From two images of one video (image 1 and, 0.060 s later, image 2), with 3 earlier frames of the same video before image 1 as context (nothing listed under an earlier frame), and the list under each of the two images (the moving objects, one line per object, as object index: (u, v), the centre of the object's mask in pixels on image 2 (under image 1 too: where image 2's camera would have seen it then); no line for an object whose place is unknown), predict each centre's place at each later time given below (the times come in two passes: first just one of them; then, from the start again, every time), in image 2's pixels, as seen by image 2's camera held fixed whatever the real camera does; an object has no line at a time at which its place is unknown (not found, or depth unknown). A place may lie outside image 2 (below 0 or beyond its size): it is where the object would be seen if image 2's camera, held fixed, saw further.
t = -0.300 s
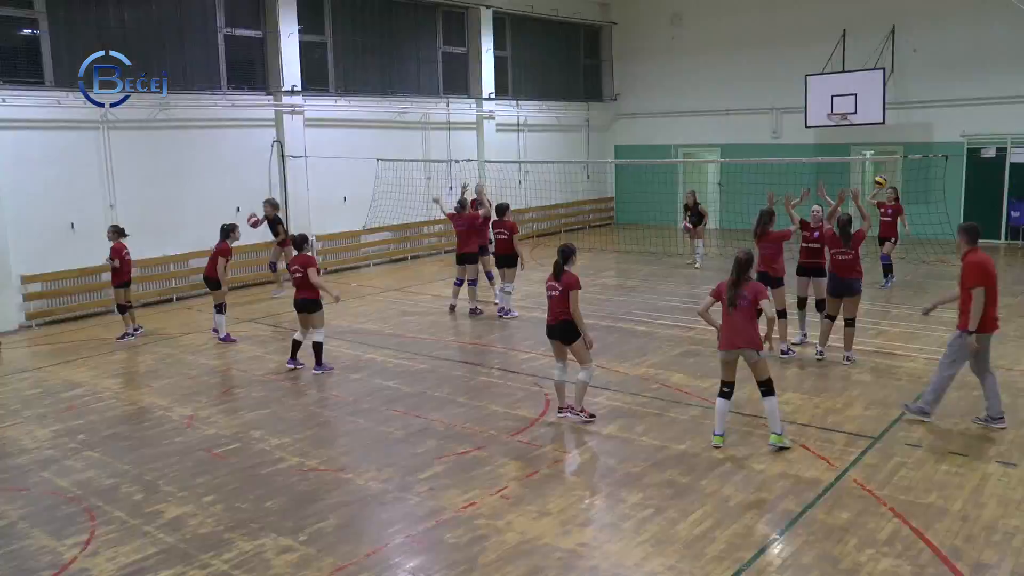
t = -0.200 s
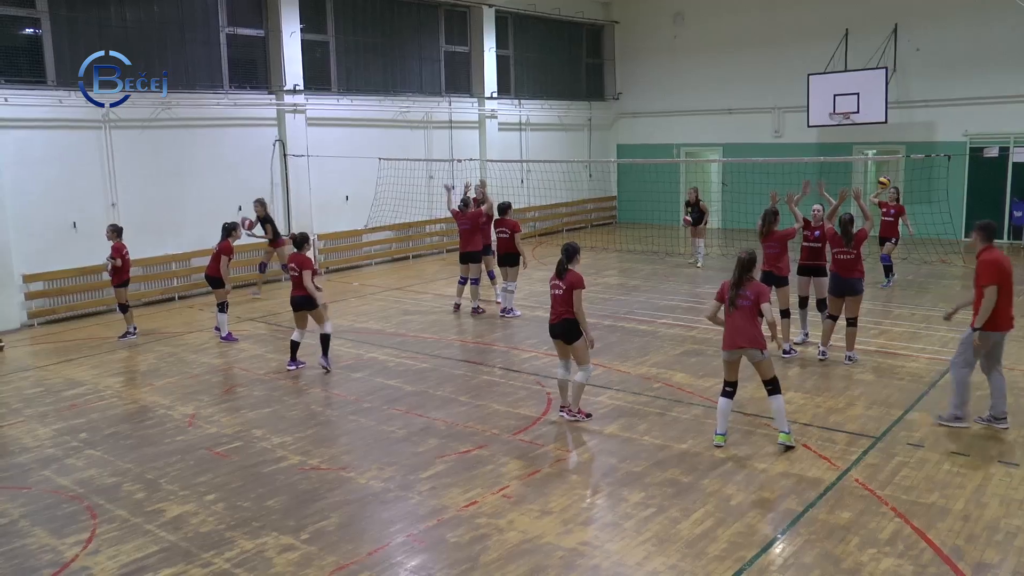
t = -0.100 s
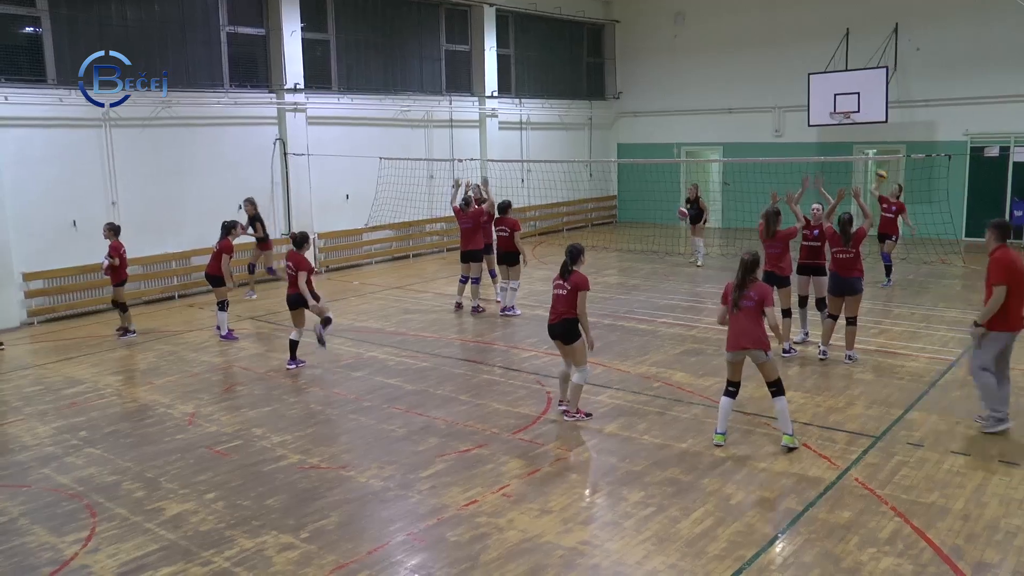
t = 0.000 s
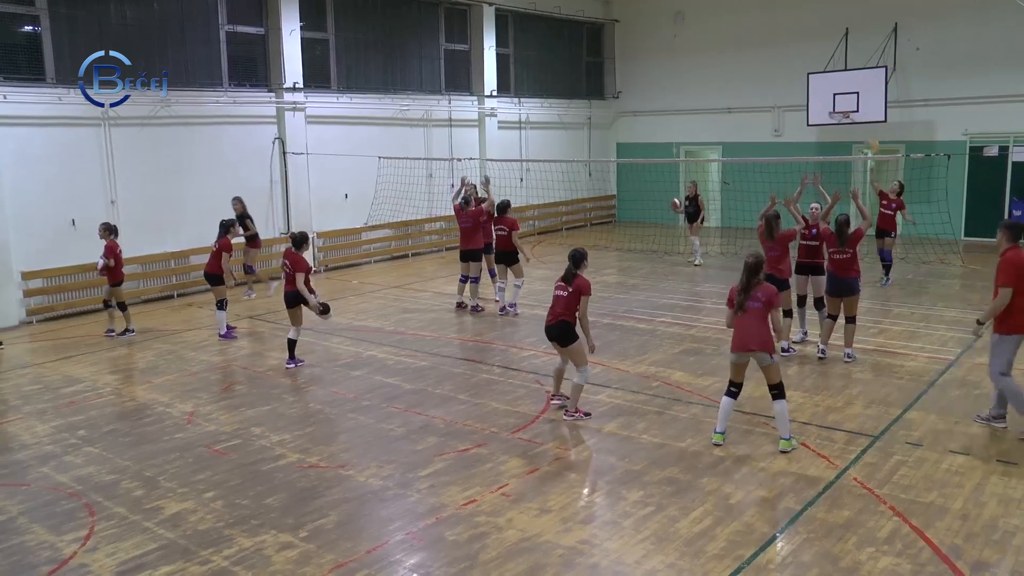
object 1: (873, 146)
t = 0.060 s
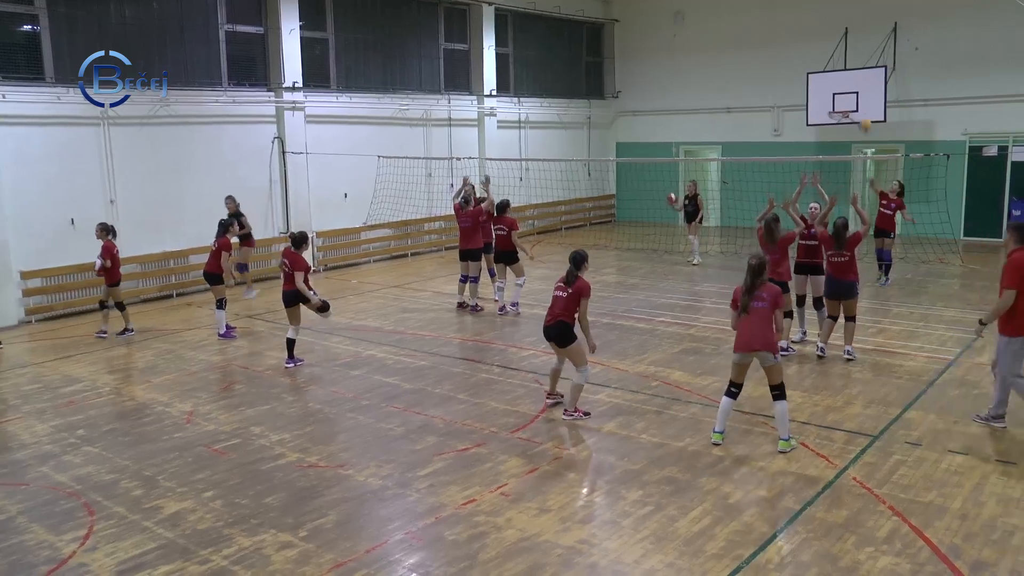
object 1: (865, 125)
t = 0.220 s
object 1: (847, 80)
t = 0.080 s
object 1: (863, 120)
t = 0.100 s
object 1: (860, 113)
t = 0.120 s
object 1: (858, 107)
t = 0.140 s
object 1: (856, 101)
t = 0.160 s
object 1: (853, 96)
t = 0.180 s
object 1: (851, 90)
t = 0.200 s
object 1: (849, 85)
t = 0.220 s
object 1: (847, 80)
